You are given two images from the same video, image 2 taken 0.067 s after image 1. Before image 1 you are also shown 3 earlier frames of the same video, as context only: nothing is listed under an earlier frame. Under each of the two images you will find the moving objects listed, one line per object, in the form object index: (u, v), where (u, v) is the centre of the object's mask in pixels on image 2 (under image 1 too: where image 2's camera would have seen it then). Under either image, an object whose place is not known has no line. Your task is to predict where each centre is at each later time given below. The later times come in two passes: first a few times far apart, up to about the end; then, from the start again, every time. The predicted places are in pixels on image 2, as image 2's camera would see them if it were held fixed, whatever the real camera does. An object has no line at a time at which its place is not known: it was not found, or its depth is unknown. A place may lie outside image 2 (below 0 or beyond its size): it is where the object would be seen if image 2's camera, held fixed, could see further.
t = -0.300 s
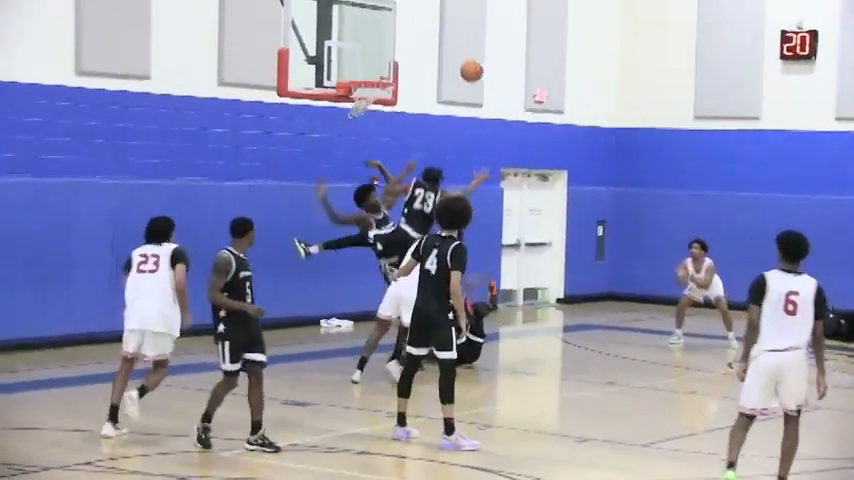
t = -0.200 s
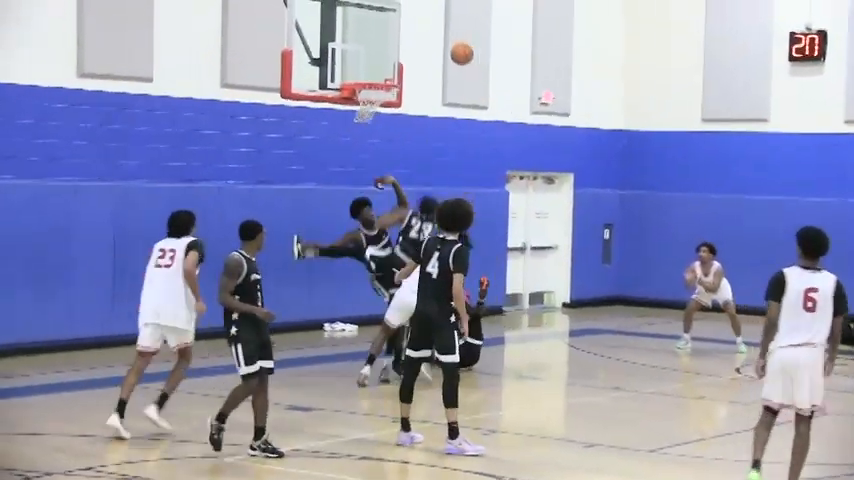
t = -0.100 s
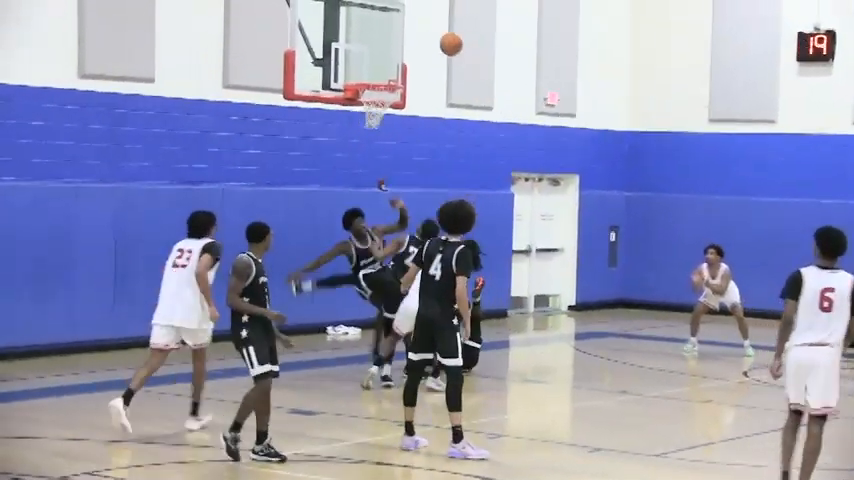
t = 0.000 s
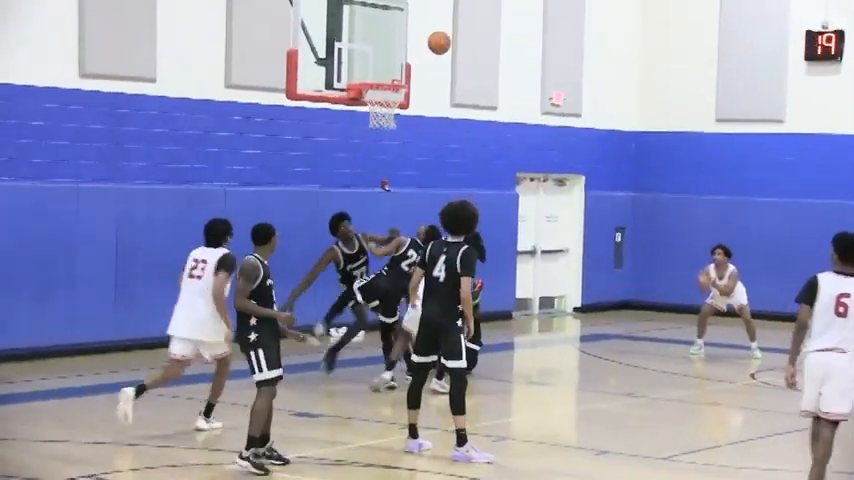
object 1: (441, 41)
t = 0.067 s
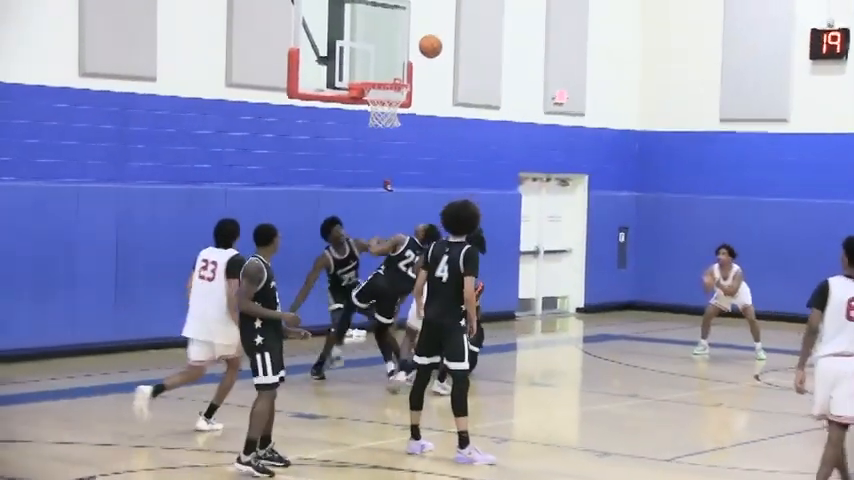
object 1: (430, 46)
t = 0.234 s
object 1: (402, 72)
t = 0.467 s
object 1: (377, 73)
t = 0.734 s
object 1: (388, 81)
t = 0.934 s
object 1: (393, 104)
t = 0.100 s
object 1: (425, 50)
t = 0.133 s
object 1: (419, 55)
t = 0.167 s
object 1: (413, 61)
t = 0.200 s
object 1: (408, 69)
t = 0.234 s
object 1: (402, 72)
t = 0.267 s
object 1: (399, 71)
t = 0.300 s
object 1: (395, 70)
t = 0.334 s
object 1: (391, 69)
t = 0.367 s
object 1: (386, 70)
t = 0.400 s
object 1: (383, 71)
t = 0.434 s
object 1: (378, 73)
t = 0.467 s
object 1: (377, 73)
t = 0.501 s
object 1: (376, 72)
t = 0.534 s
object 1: (376, 72)
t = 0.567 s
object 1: (375, 73)
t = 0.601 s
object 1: (374, 73)
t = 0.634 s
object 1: (378, 74)
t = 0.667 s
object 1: (382, 74)
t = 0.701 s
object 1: (385, 74)
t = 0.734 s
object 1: (388, 81)
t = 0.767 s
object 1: (390, 84)
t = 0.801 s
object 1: (392, 90)
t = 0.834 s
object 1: (393, 92)
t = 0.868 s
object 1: (393, 96)
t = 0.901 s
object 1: (394, 100)
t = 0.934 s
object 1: (393, 104)
